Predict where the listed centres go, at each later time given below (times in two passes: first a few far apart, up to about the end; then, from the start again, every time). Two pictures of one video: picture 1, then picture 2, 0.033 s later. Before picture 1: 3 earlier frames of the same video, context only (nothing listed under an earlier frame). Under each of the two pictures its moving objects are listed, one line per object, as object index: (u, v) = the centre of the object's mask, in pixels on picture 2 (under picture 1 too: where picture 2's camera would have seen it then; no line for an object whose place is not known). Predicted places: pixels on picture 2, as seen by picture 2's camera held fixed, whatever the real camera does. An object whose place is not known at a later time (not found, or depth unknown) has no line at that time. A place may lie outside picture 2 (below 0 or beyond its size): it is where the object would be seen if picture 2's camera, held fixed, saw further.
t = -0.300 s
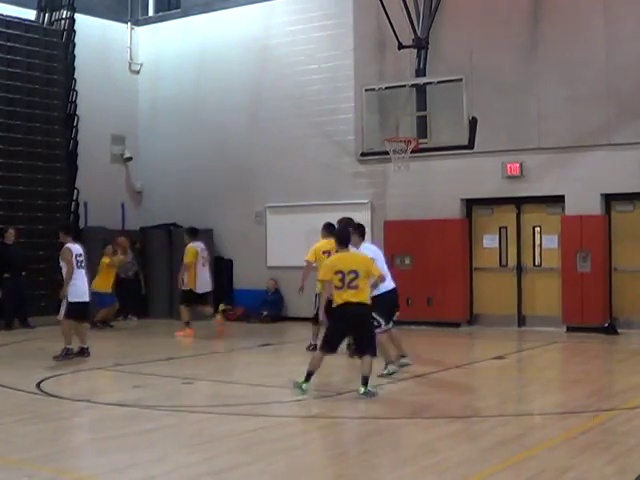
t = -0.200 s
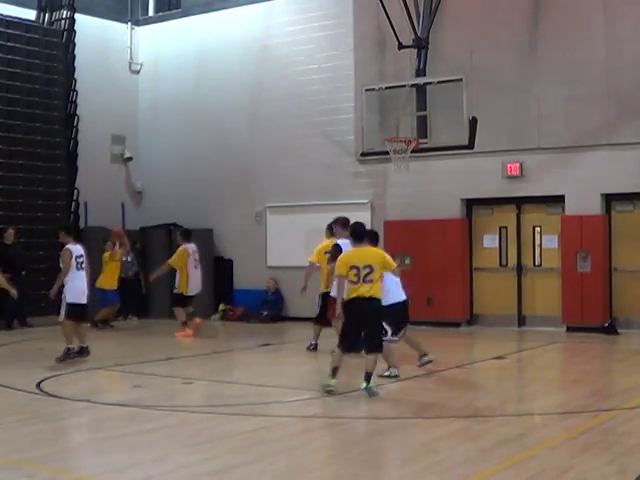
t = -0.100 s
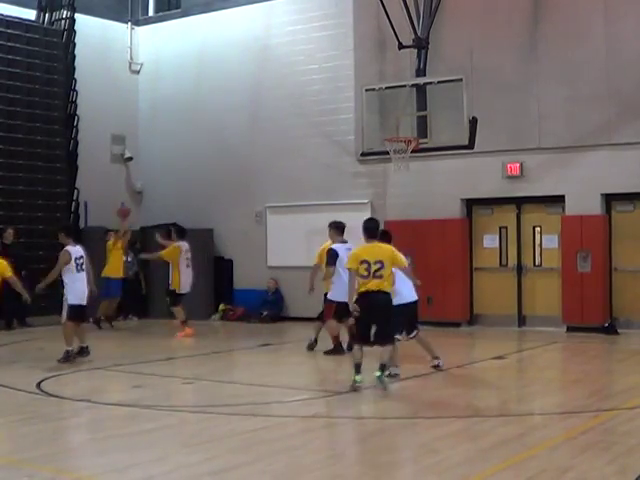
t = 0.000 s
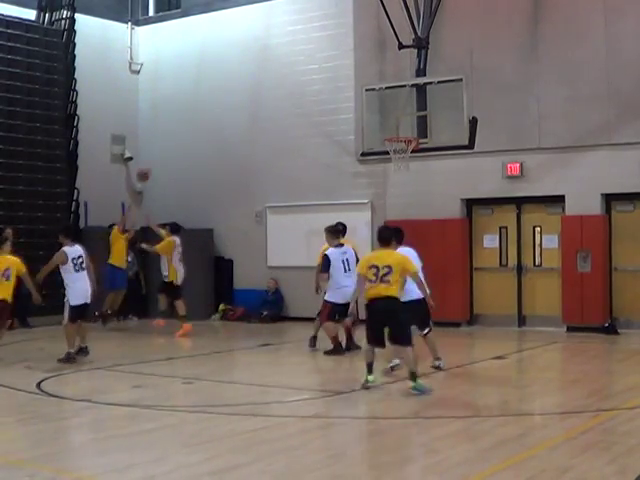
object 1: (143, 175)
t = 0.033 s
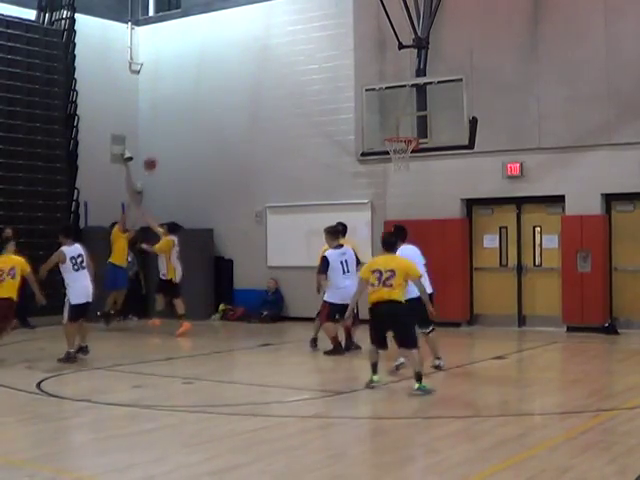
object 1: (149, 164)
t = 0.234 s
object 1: (192, 108)
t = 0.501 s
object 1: (251, 65)
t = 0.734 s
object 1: (308, 61)
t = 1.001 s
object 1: (377, 101)
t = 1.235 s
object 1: (411, 110)
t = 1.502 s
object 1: (422, 94)
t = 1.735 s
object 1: (431, 121)
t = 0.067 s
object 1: (156, 153)
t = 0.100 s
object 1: (163, 143)
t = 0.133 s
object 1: (170, 133)
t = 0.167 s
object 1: (177, 124)
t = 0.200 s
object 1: (184, 116)
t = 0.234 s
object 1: (192, 108)
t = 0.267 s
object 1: (199, 101)
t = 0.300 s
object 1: (206, 94)
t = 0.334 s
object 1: (214, 87)
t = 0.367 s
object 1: (221, 82)
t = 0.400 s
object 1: (229, 77)
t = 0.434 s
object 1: (236, 72)
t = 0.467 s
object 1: (244, 68)
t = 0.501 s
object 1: (251, 65)
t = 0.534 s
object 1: (259, 62)
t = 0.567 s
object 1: (267, 60)
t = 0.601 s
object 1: (275, 59)
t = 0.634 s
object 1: (283, 59)
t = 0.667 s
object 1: (291, 59)
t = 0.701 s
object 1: (299, 60)
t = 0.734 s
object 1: (308, 61)
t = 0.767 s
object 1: (316, 63)
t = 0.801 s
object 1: (324, 66)
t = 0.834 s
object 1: (333, 70)
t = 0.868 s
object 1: (342, 74)
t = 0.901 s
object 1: (351, 80)
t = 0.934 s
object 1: (359, 86)
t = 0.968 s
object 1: (368, 93)
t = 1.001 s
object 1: (377, 101)
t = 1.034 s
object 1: (387, 110)
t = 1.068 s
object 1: (396, 118)
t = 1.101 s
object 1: (404, 127)
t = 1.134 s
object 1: (408, 127)
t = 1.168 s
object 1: (409, 121)
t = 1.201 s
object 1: (410, 115)
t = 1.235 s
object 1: (411, 110)
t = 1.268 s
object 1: (414, 105)
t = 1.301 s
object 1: (416, 103)
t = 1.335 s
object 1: (415, 99)
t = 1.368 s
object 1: (417, 96)
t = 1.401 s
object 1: (417, 95)
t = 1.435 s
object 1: (418, 94)
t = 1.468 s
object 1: (421, 94)
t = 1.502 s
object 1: (422, 94)
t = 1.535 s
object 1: (423, 96)
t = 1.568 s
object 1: (424, 100)
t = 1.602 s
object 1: (425, 102)
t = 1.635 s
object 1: (427, 105)
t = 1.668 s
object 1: (428, 110)
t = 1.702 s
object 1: (430, 115)
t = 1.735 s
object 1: (431, 121)
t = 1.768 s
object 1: (433, 128)
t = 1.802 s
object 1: (435, 135)
